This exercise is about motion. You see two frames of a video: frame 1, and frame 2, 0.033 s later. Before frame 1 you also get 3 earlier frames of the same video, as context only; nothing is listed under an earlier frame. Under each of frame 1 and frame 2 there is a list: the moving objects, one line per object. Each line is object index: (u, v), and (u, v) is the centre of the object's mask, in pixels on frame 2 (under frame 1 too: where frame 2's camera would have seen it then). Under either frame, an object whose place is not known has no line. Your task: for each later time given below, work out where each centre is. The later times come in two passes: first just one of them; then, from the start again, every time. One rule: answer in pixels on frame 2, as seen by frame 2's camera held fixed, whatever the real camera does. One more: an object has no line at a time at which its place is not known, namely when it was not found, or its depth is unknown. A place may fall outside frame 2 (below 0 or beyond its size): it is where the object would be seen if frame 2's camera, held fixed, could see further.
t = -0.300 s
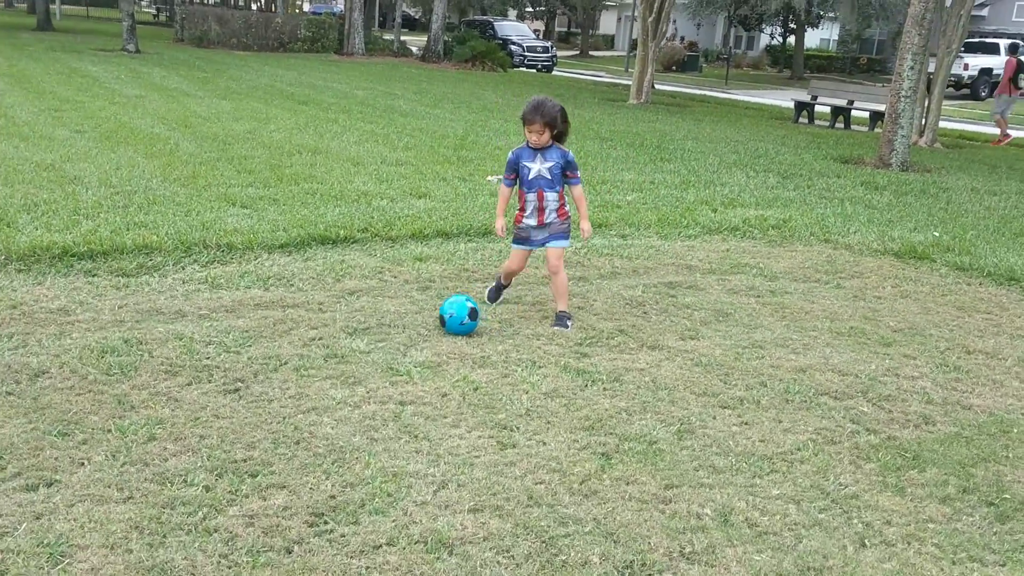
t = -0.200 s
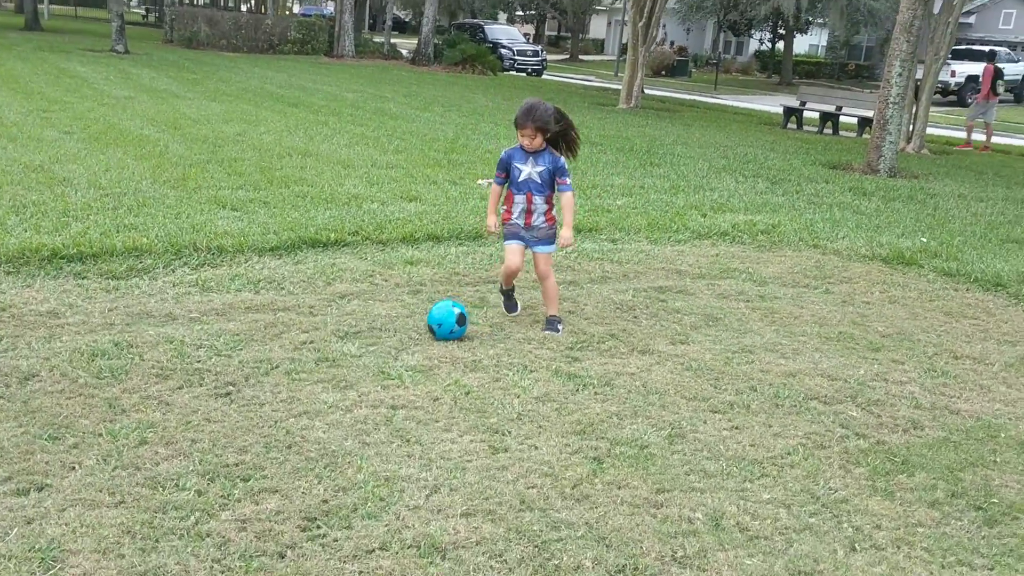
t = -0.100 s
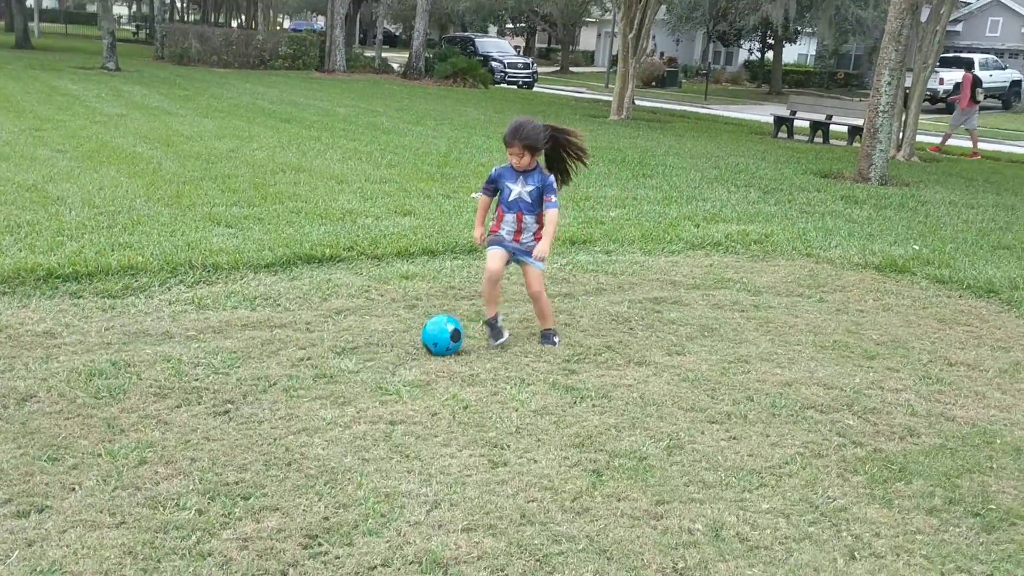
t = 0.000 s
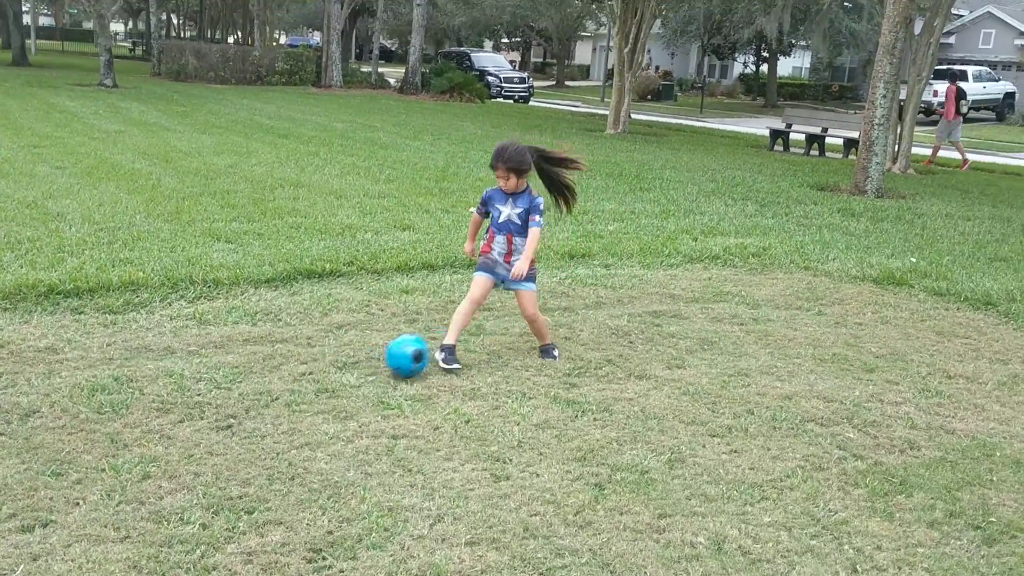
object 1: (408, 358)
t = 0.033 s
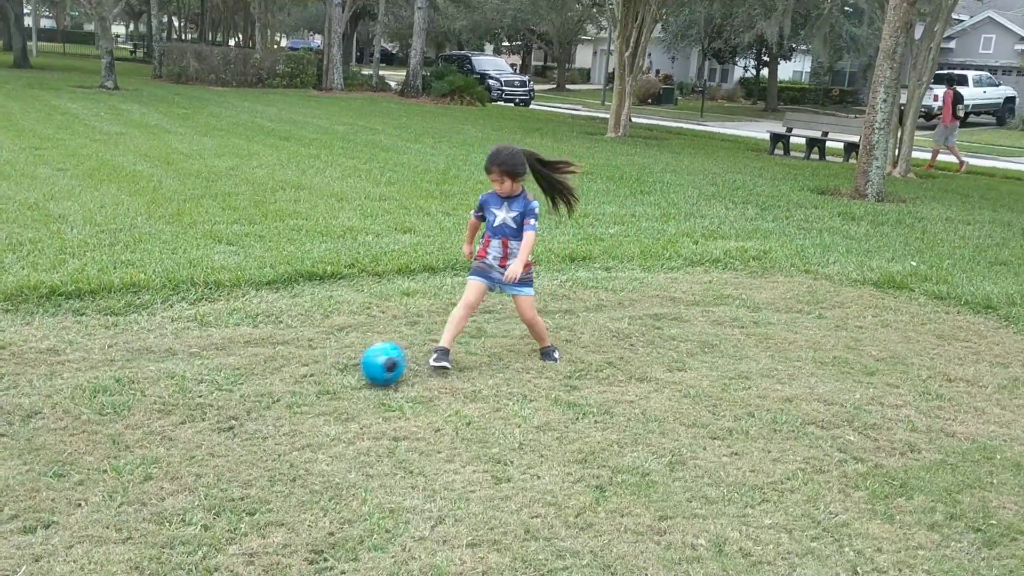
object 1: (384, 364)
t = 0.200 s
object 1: (272, 383)
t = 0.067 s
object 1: (358, 370)
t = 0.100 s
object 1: (335, 373)
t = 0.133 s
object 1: (315, 374)
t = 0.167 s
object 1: (294, 377)
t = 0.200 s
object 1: (272, 383)
